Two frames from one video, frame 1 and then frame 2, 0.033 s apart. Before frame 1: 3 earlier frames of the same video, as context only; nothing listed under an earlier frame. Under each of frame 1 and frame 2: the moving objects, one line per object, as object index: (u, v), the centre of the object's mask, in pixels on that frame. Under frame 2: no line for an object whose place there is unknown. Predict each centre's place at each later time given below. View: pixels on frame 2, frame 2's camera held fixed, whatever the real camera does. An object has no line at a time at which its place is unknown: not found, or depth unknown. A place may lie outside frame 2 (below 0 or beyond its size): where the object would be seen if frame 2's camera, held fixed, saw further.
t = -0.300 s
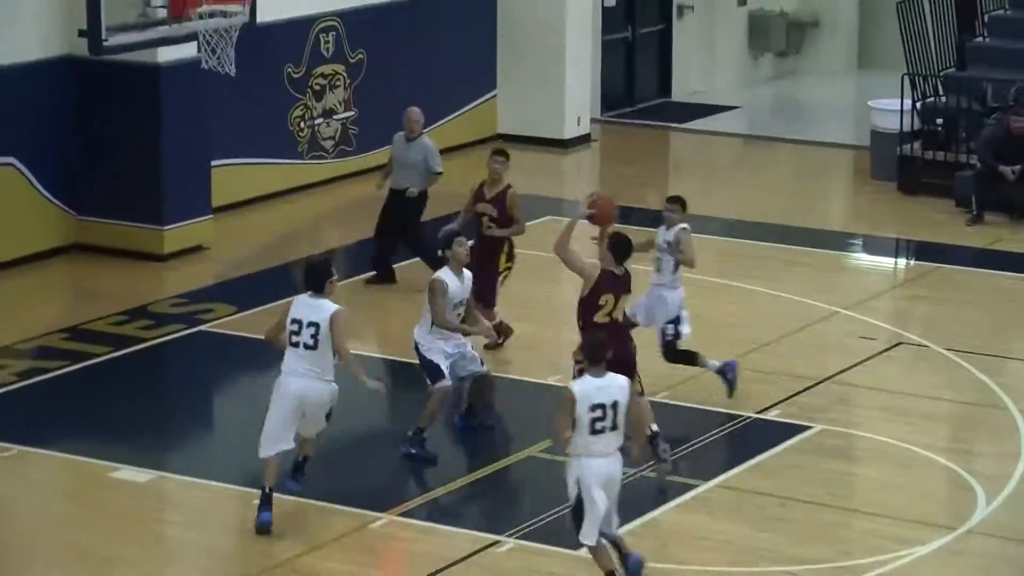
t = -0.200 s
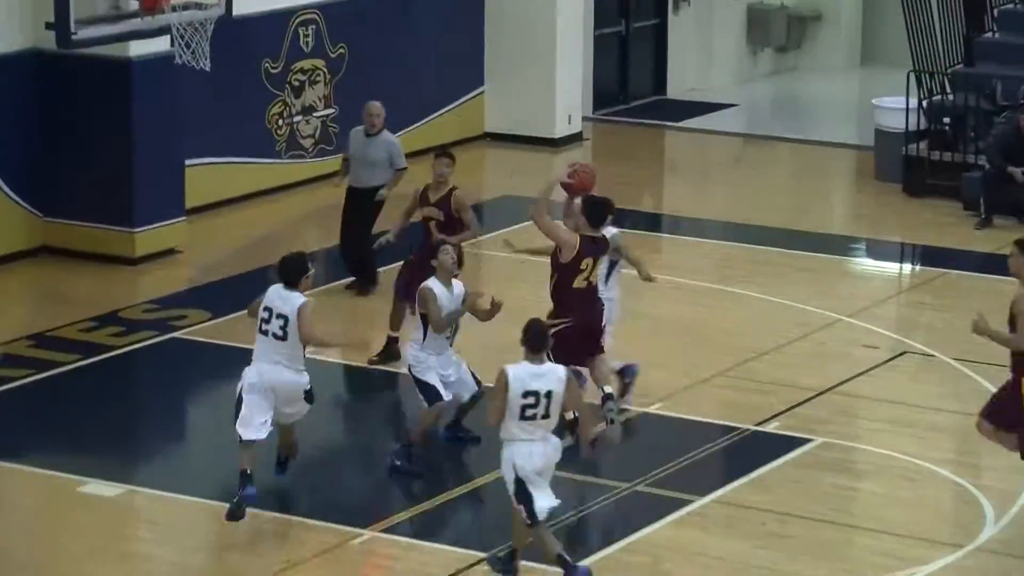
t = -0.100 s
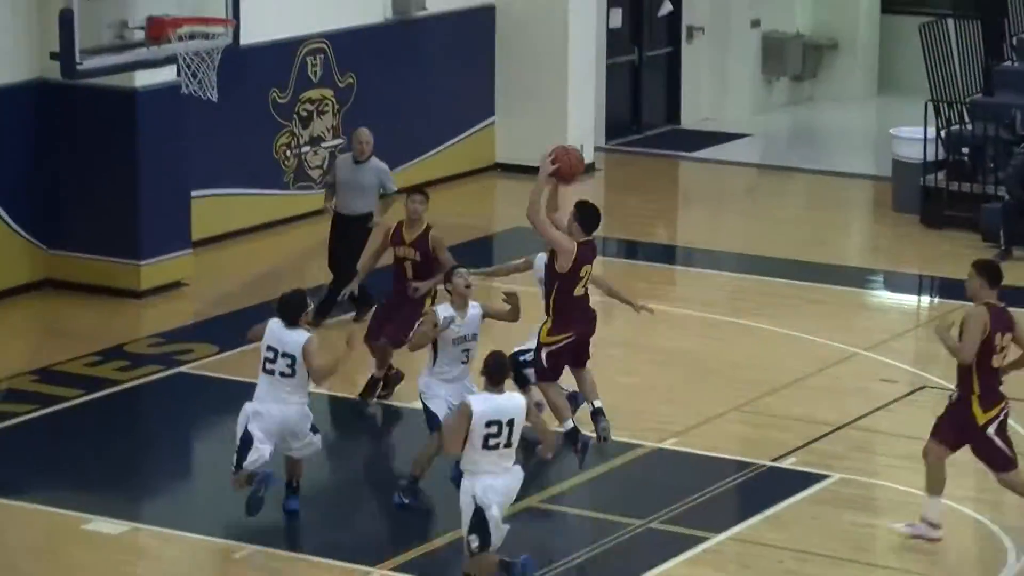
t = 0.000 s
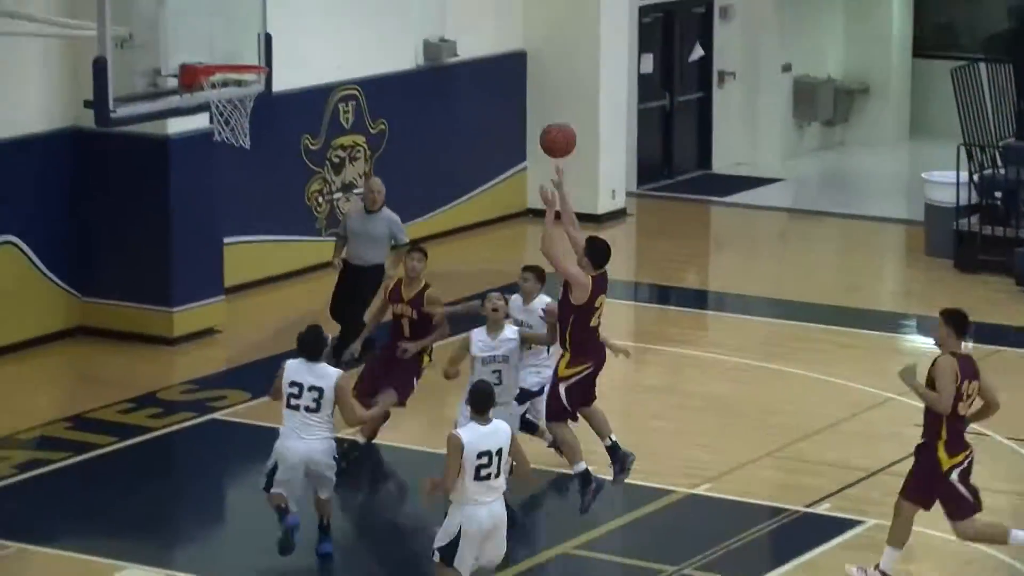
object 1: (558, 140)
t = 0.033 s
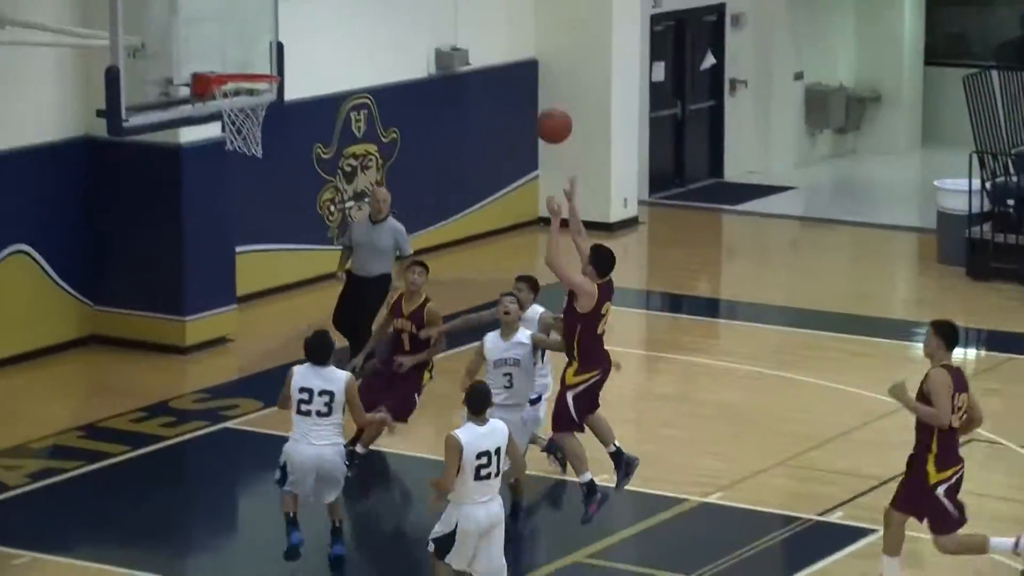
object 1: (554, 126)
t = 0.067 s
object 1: (537, 104)
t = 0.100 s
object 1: (523, 85)
